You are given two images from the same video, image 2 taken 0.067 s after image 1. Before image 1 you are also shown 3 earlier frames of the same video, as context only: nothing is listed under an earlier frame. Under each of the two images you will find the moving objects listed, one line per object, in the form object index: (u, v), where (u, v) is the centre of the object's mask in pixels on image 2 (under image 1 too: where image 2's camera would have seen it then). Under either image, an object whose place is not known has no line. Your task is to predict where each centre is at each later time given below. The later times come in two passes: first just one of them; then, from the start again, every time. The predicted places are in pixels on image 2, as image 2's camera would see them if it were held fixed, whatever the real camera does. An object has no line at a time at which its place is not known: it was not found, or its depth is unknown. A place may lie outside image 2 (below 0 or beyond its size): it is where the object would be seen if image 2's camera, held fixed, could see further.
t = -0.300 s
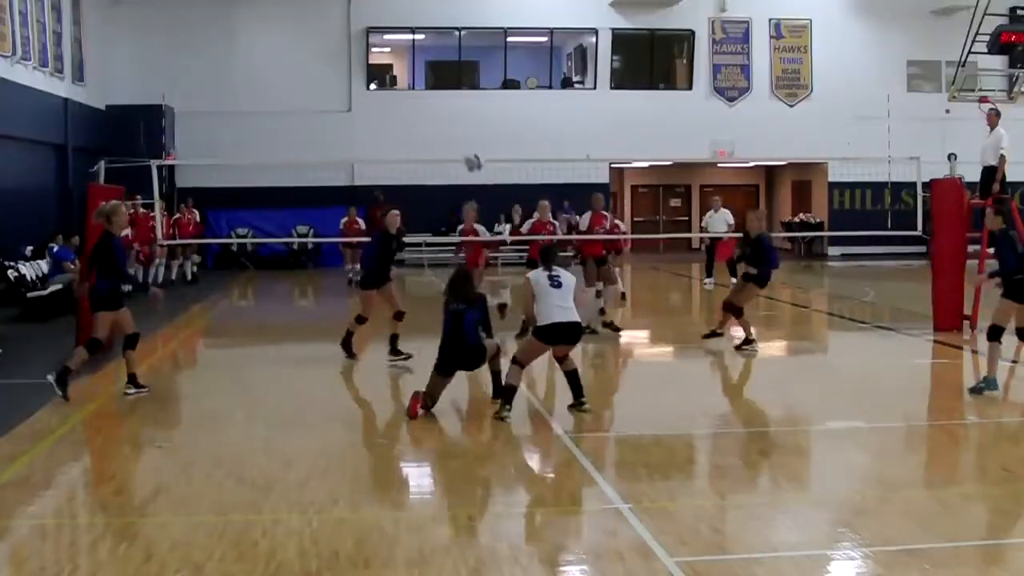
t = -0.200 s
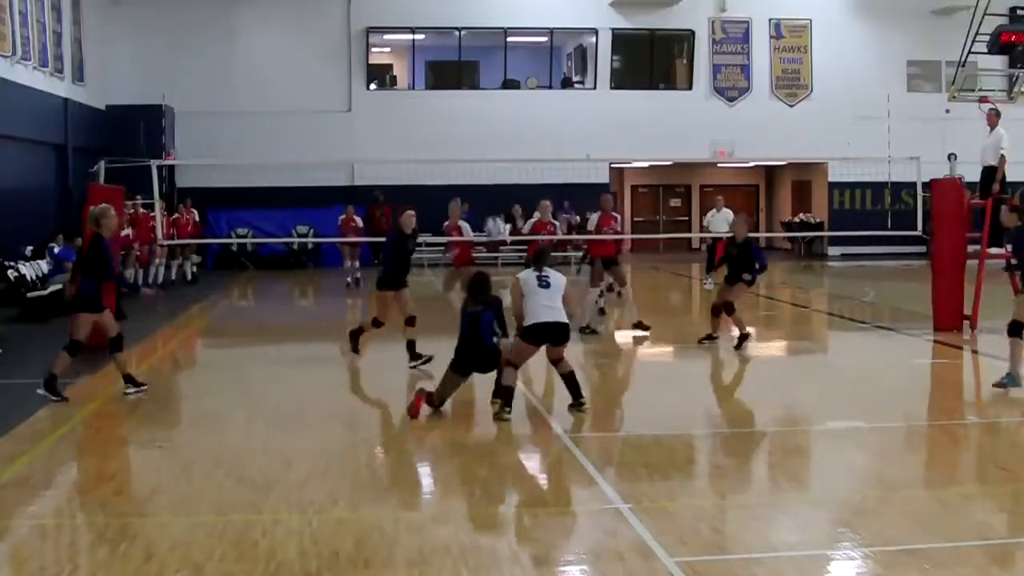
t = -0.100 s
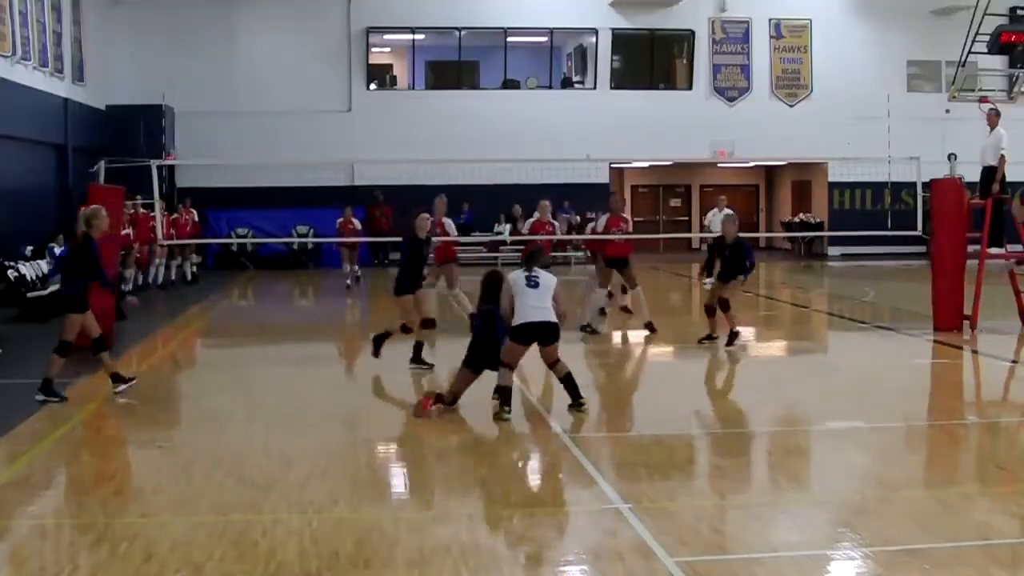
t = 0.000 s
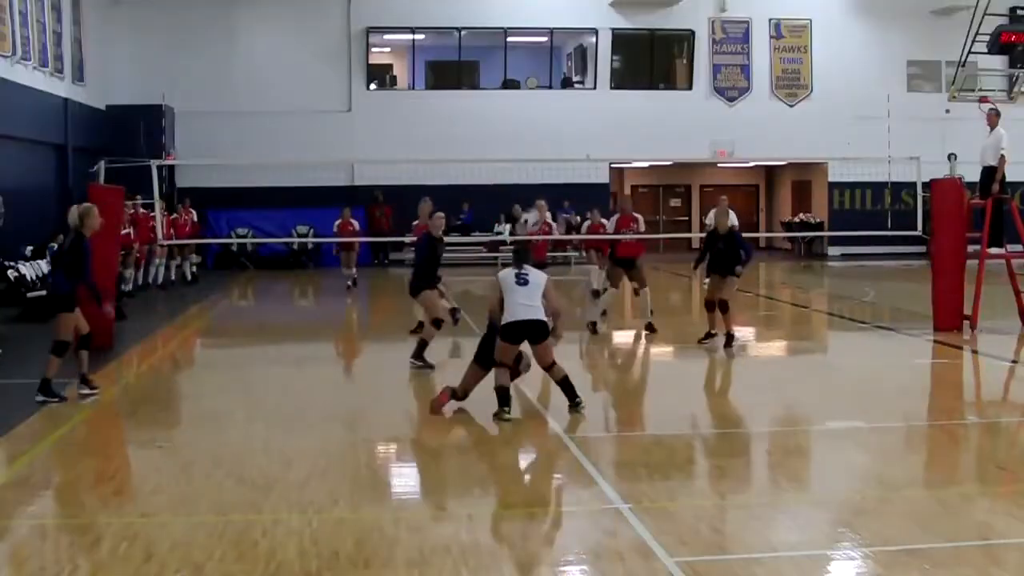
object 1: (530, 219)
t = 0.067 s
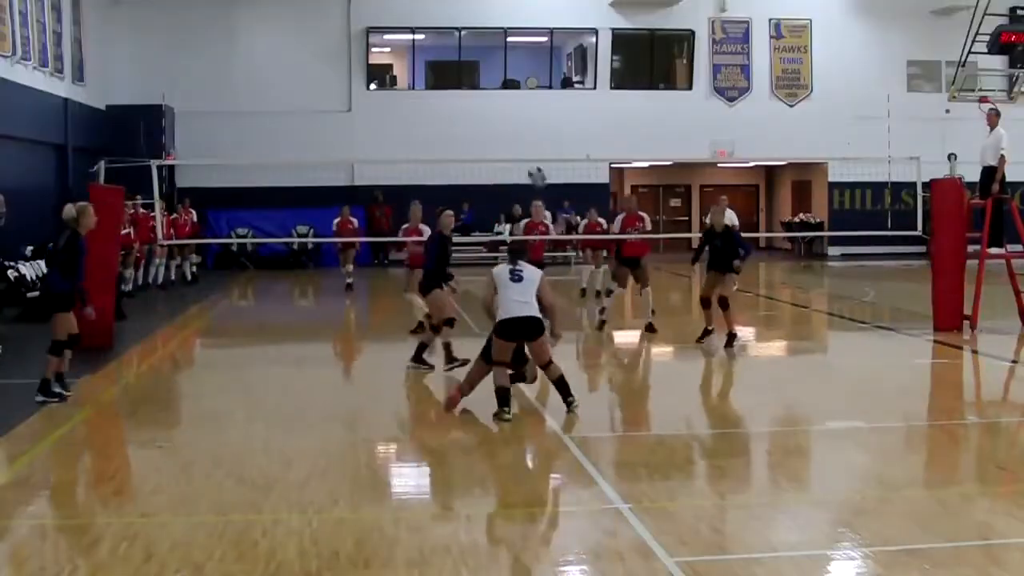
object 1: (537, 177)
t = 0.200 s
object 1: (555, 97)
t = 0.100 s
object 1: (541, 151)
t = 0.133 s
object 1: (547, 133)
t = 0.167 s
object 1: (550, 114)
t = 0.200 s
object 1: (555, 97)
